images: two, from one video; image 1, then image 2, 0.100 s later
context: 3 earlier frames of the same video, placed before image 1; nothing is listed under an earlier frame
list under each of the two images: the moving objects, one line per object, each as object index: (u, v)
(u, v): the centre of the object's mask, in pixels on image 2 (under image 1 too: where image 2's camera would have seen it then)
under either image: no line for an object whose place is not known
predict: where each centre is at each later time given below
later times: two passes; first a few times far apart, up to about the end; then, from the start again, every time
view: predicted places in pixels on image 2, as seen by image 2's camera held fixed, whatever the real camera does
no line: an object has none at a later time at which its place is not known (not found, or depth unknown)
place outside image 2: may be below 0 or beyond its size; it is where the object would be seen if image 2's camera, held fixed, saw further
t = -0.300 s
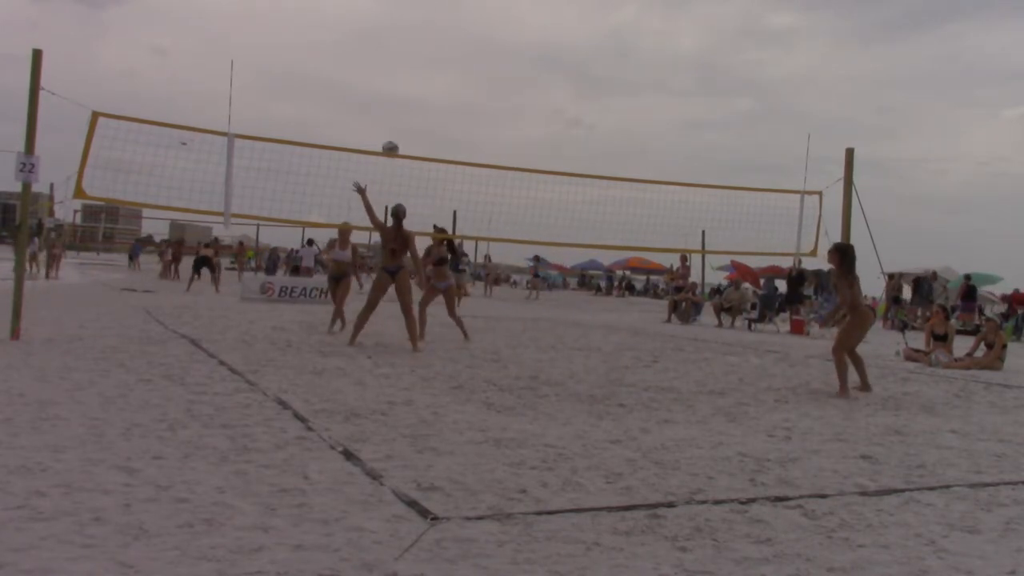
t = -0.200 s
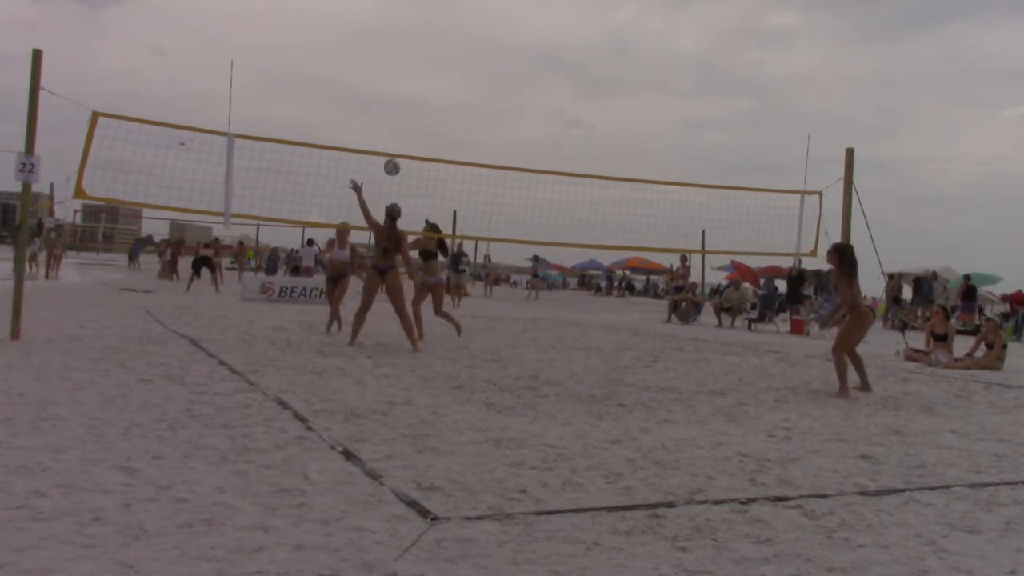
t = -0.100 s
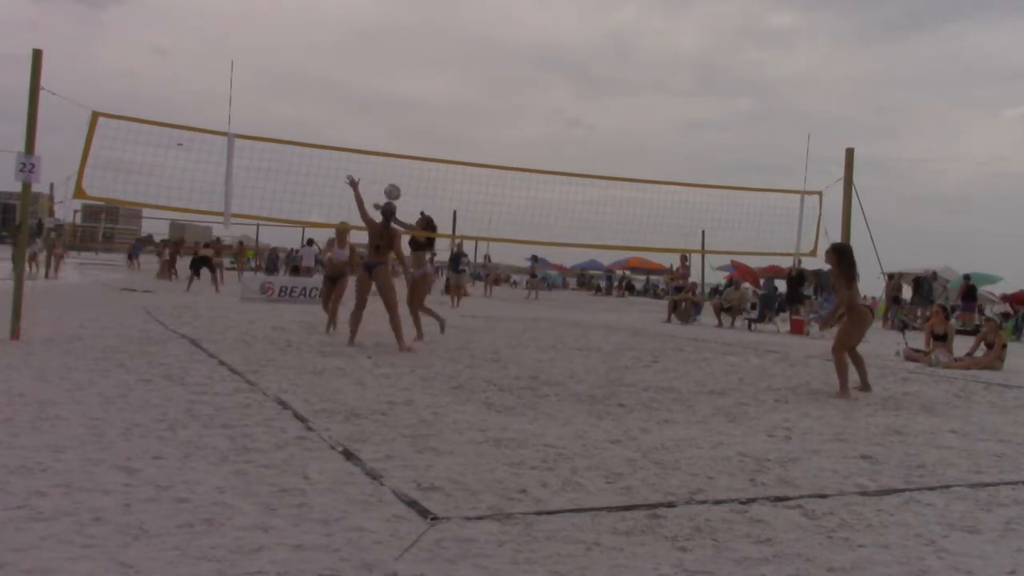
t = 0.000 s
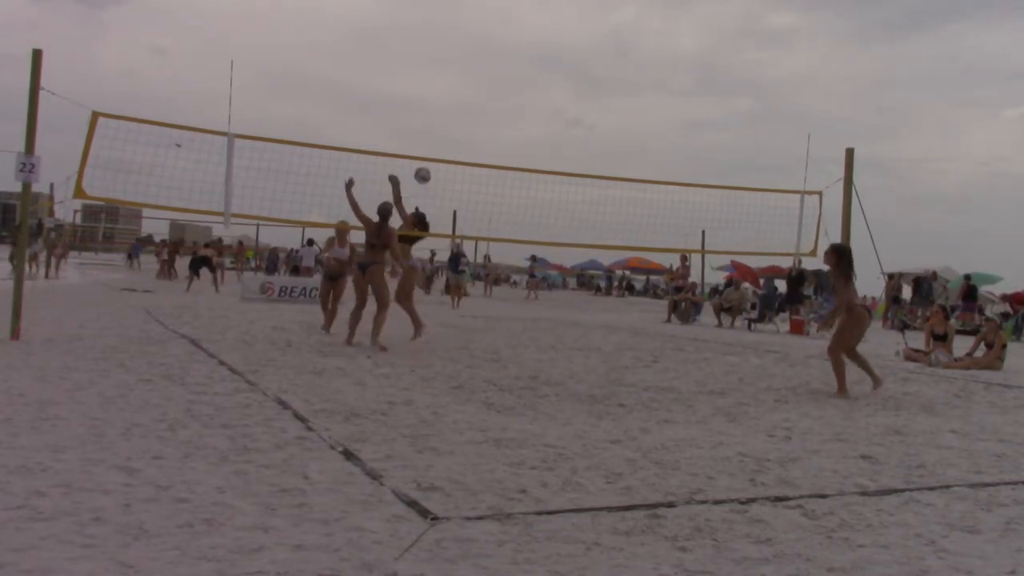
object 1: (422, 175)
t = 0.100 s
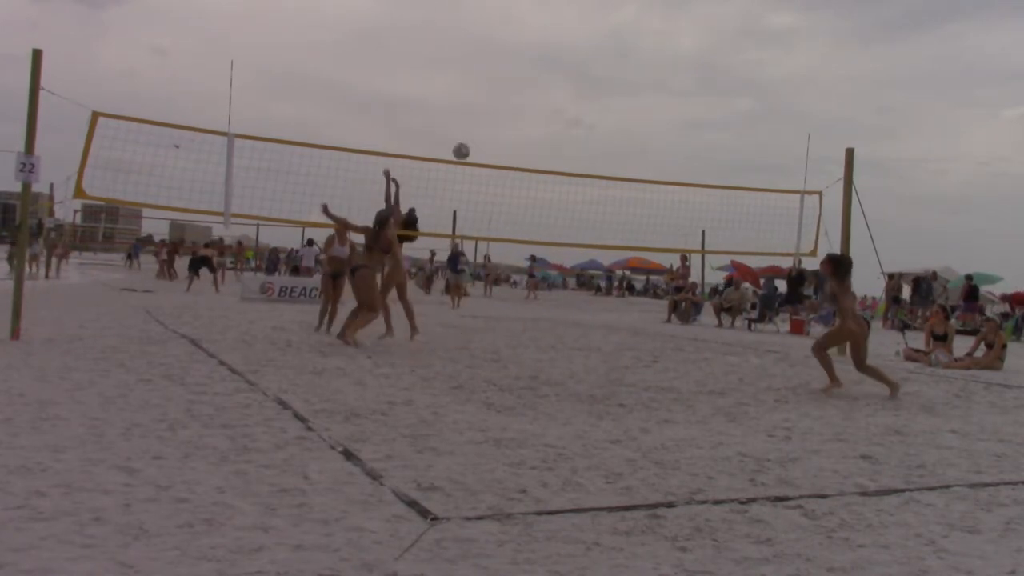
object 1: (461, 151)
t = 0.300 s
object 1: (535, 129)
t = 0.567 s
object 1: (626, 150)
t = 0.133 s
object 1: (473, 145)
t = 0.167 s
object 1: (486, 140)
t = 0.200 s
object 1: (498, 136)
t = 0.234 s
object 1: (511, 133)
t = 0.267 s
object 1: (523, 130)
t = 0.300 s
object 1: (535, 129)
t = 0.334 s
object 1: (547, 128)
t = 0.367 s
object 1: (558, 128)
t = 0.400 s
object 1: (570, 130)
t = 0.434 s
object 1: (582, 132)
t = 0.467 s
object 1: (593, 135)
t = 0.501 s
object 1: (604, 139)
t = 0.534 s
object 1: (615, 144)
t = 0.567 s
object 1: (626, 150)
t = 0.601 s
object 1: (637, 156)
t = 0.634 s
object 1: (648, 163)
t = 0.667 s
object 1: (658, 173)
